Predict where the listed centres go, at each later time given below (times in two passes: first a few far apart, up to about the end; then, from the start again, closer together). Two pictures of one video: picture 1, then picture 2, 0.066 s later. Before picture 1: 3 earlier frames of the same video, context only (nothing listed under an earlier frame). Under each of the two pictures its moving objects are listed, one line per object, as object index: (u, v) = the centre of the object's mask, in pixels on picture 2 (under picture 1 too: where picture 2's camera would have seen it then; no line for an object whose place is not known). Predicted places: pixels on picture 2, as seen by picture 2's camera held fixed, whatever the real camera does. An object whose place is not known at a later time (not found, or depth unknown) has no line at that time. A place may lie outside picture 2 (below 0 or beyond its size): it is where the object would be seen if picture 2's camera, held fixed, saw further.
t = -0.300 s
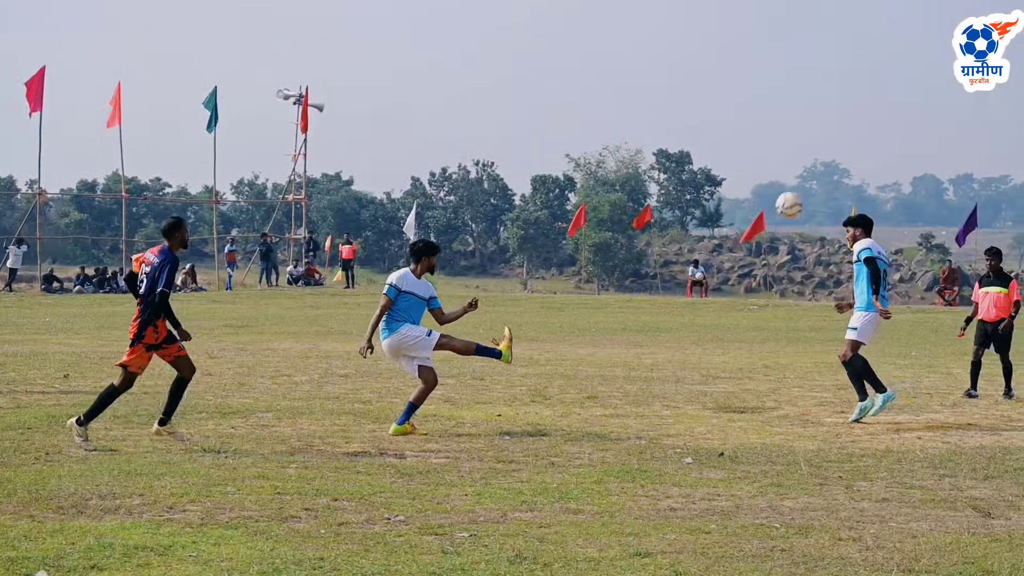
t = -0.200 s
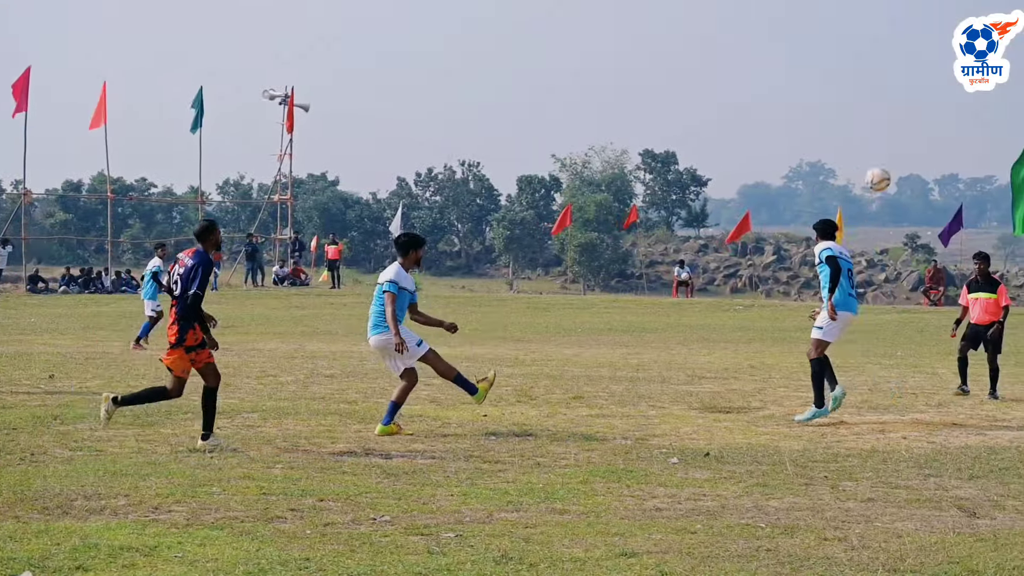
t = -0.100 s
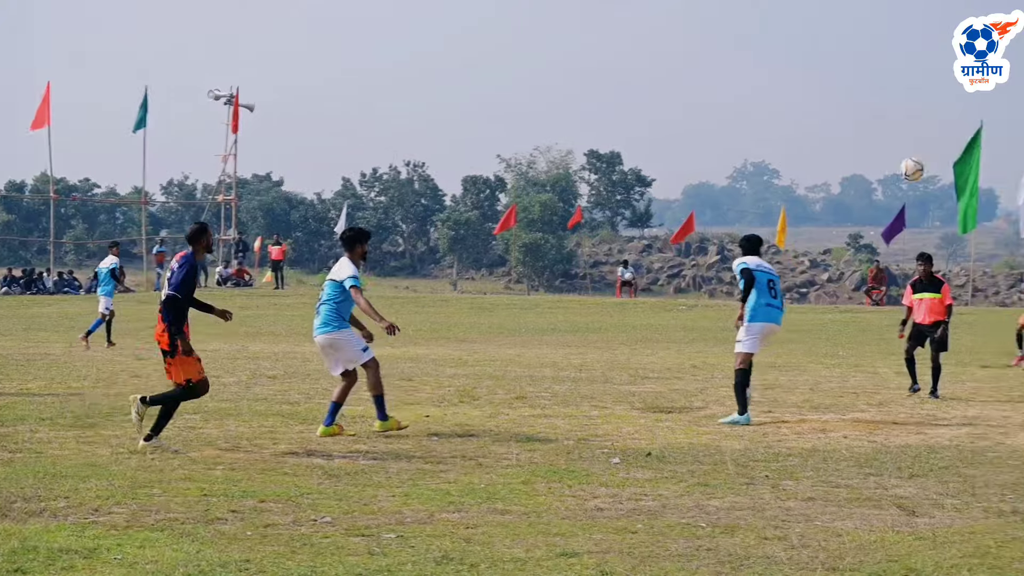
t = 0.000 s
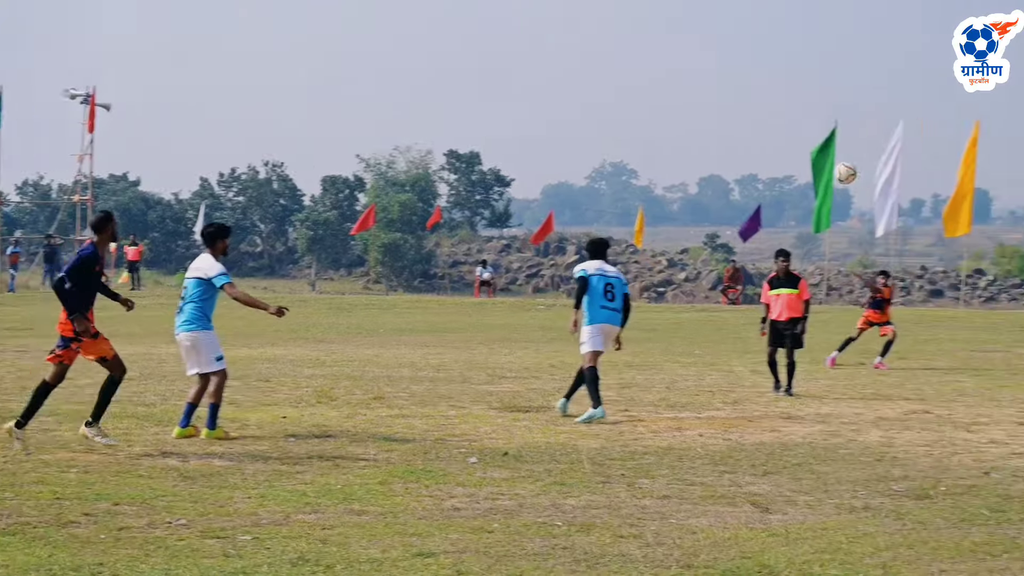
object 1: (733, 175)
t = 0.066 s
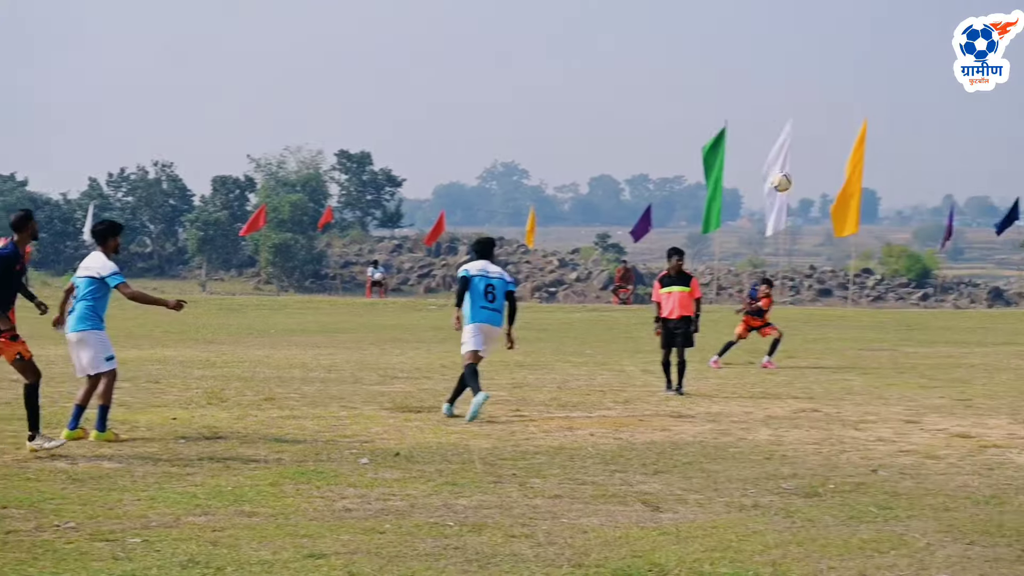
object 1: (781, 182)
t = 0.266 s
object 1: (901, 230)
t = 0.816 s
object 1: (1094, 261)
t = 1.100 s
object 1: (1138, 211)
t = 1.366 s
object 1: (1171, 226)
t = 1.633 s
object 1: (1200, 292)
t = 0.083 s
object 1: (793, 185)
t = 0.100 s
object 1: (803, 188)
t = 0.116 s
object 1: (814, 191)
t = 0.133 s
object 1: (824, 194)
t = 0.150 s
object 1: (834, 197)
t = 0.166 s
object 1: (844, 201)
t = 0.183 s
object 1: (854, 205)
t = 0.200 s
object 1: (864, 211)
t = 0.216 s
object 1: (873, 216)
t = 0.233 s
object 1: (882, 220)
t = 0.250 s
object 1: (891, 225)
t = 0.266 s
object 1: (901, 230)
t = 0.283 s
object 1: (910, 236)
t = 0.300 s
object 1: (919, 242)
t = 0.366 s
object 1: (954, 267)
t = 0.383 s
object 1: (963, 277)
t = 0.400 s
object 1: (971, 283)
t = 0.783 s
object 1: (1089, 275)
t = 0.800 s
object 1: (1092, 267)
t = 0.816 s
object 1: (1094, 261)
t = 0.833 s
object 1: (1098, 257)
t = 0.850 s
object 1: (1100, 252)
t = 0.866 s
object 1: (1103, 248)
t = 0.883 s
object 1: (1105, 243)
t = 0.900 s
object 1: (1108, 239)
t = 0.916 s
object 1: (1111, 235)
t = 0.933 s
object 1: (1114, 232)
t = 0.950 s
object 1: (1116, 229)
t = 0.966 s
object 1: (1119, 226)
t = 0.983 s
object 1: (1121, 222)
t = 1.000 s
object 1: (1124, 220)
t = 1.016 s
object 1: (1126, 218)
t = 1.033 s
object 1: (1128, 216)
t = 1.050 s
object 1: (1131, 214)
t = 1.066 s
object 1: (1133, 212)
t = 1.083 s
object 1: (1136, 212)
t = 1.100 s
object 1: (1138, 211)
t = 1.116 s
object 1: (1140, 210)
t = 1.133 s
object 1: (1143, 210)
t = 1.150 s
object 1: (1144, 209)
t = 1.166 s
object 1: (1147, 209)
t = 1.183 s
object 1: (1149, 210)
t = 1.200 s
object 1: (1151, 210)
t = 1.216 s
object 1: (1153, 211)
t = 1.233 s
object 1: (1155, 211)
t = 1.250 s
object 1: (1157, 212)
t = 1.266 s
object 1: (1159, 213)
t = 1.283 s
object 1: (1162, 215)
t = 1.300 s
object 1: (1163, 217)
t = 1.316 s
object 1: (1165, 219)
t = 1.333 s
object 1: (1167, 221)
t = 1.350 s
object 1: (1169, 224)
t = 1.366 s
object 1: (1171, 226)
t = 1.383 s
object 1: (1173, 229)
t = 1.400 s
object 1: (1175, 232)
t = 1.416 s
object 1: (1177, 235)
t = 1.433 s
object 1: (1180, 238)
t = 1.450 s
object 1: (1181, 242)
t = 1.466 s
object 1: (1183, 246)
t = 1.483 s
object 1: (1185, 249)
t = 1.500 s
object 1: (1187, 254)
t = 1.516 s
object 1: (1189, 258)
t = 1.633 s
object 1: (1200, 292)
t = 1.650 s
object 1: (1202, 298)
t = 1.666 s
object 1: (1204, 303)
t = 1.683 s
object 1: (1206, 310)
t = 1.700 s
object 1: (1208, 317)
